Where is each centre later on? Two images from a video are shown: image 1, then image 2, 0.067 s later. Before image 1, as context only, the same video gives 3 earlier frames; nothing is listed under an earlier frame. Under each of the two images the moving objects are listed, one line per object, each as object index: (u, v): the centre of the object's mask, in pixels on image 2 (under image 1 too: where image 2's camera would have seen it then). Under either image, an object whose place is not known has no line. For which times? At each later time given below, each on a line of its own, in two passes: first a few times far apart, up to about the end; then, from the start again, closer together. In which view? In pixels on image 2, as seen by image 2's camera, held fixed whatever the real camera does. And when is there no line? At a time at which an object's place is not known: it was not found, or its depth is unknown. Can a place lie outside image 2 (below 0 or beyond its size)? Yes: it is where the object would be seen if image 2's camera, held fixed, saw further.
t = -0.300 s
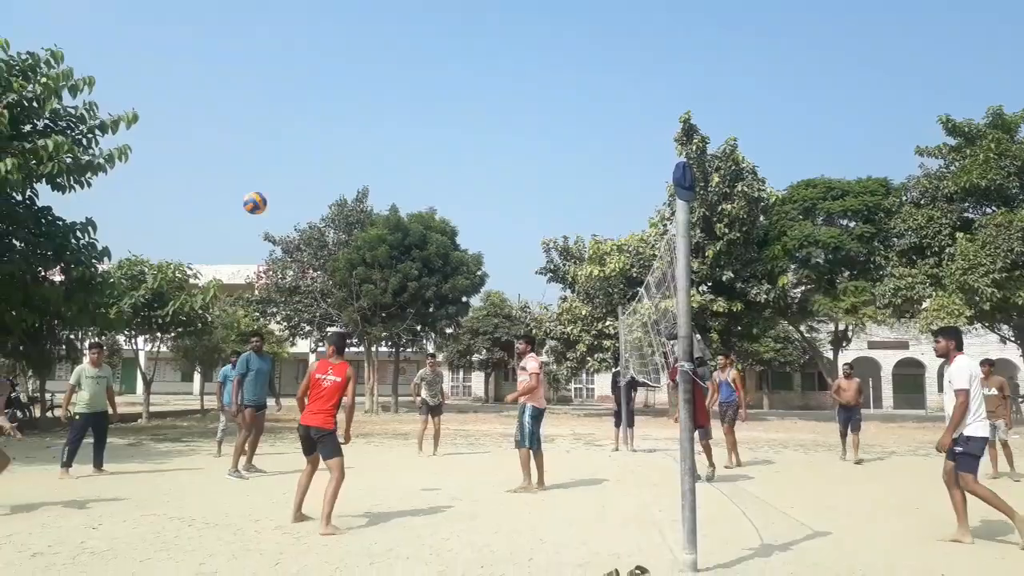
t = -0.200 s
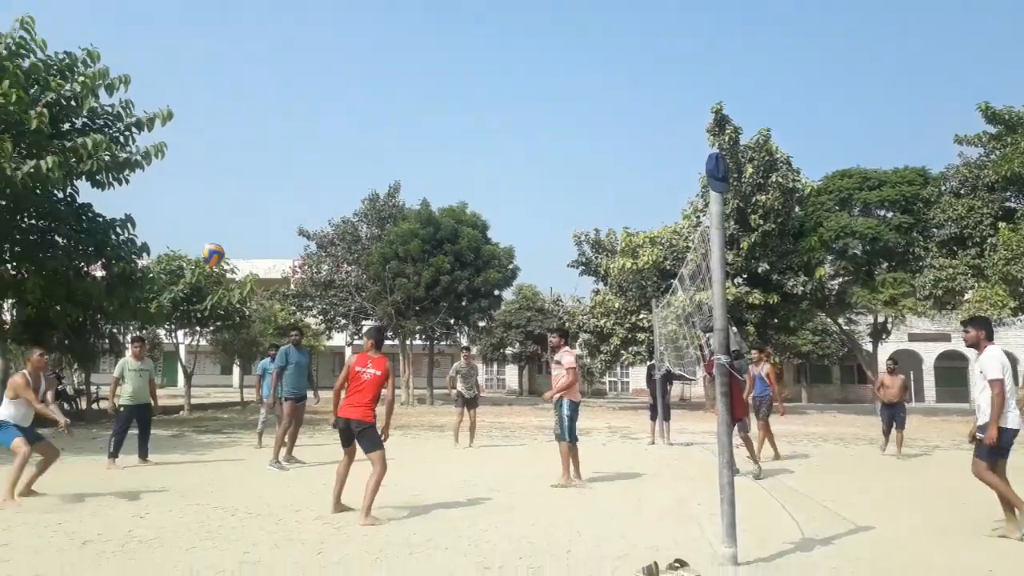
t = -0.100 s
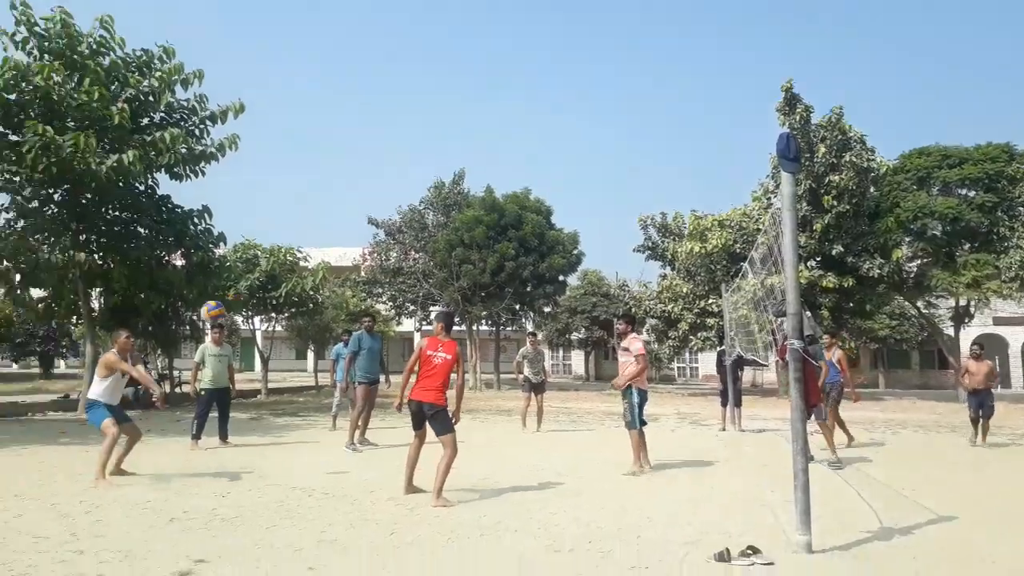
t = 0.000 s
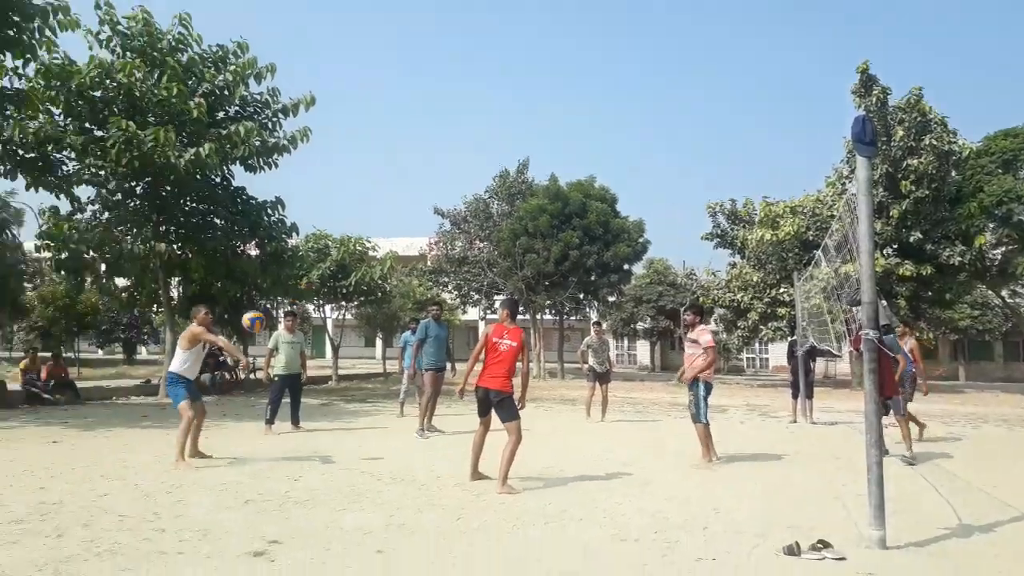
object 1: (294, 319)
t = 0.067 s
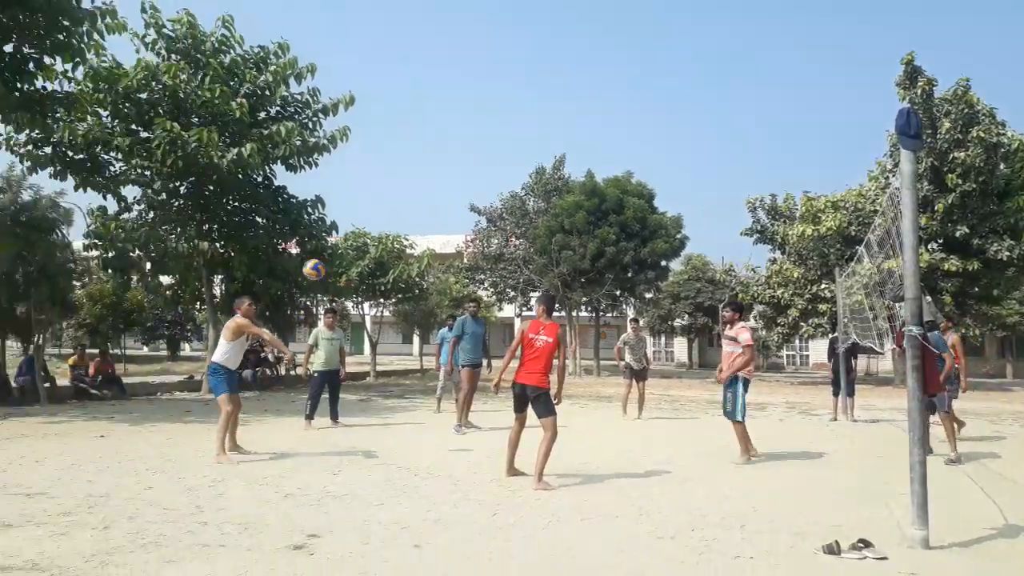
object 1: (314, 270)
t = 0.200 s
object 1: (353, 190)
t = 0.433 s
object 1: (416, 97)
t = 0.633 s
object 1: (464, 61)
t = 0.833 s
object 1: (507, 63)
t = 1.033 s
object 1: (547, 97)
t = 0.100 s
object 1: (324, 247)
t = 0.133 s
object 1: (335, 227)
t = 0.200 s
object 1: (353, 190)
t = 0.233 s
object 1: (362, 173)
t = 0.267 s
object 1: (371, 157)
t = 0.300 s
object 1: (380, 143)
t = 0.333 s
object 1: (390, 130)
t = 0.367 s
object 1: (399, 118)
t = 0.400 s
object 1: (407, 107)
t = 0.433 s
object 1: (416, 97)
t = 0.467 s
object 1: (425, 89)
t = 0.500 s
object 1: (433, 81)
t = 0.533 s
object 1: (441, 75)
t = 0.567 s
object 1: (449, 69)
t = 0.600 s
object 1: (456, 65)
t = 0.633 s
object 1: (464, 61)
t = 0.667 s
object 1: (471, 59)
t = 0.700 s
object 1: (479, 58)
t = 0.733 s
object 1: (486, 58)
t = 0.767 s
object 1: (493, 59)
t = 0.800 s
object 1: (500, 60)
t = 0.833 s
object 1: (507, 63)
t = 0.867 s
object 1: (514, 67)
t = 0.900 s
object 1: (521, 71)
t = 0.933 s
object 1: (528, 76)
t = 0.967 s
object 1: (534, 82)
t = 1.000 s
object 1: (541, 89)
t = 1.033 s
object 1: (547, 97)
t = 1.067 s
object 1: (553, 106)
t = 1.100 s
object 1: (559, 115)
